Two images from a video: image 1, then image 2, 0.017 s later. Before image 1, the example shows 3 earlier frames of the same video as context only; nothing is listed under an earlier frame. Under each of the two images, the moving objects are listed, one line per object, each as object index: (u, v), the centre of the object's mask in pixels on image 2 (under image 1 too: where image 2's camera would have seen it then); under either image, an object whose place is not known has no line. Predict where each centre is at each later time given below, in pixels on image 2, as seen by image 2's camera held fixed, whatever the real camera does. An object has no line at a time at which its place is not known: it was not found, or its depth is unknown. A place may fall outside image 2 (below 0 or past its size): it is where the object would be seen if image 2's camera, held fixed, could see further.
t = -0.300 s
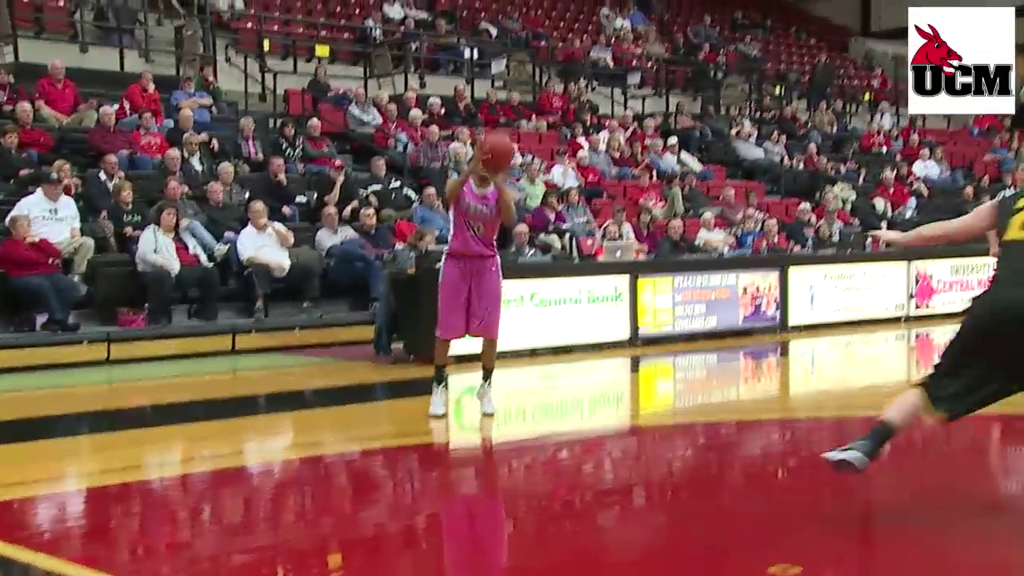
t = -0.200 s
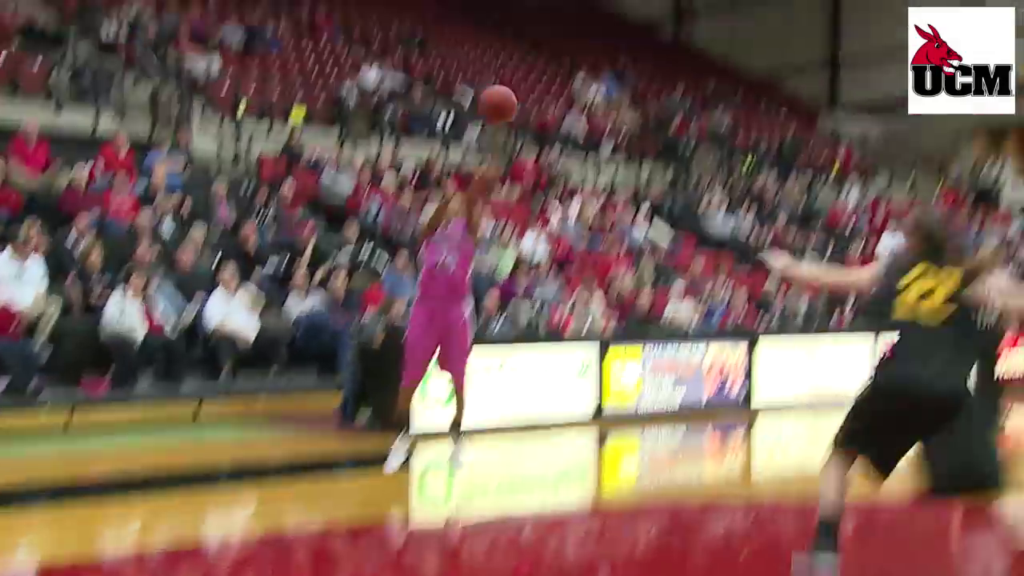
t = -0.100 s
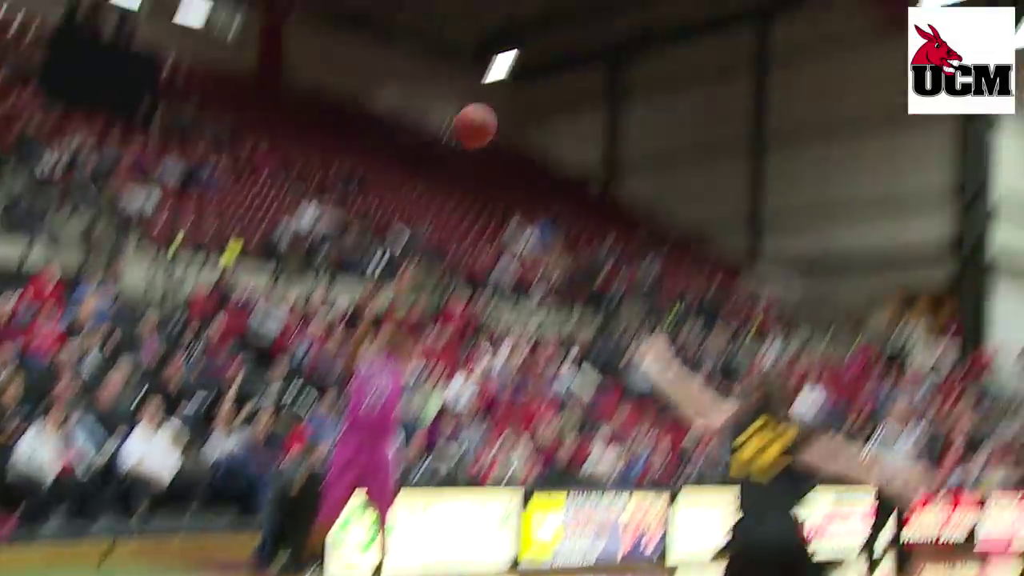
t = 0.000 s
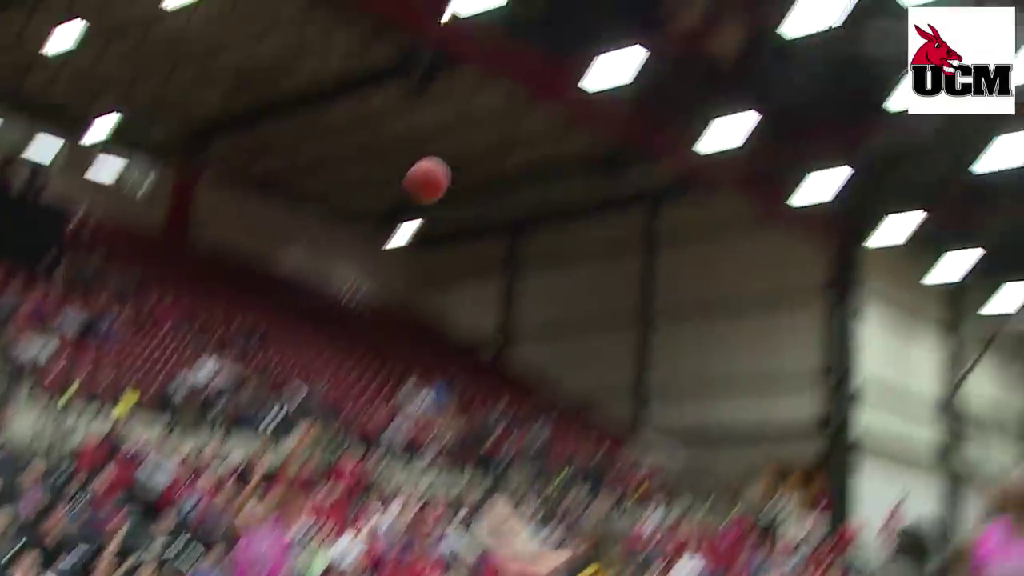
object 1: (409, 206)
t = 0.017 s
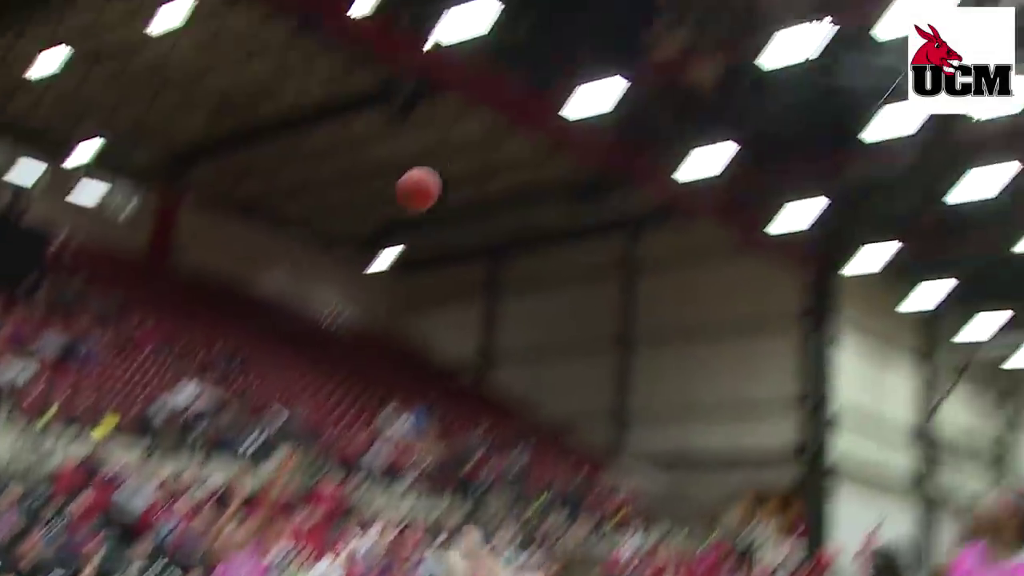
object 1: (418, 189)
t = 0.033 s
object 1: (427, 173)
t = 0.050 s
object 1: (434, 157)
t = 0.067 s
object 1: (443, 140)
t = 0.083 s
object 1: (453, 124)
